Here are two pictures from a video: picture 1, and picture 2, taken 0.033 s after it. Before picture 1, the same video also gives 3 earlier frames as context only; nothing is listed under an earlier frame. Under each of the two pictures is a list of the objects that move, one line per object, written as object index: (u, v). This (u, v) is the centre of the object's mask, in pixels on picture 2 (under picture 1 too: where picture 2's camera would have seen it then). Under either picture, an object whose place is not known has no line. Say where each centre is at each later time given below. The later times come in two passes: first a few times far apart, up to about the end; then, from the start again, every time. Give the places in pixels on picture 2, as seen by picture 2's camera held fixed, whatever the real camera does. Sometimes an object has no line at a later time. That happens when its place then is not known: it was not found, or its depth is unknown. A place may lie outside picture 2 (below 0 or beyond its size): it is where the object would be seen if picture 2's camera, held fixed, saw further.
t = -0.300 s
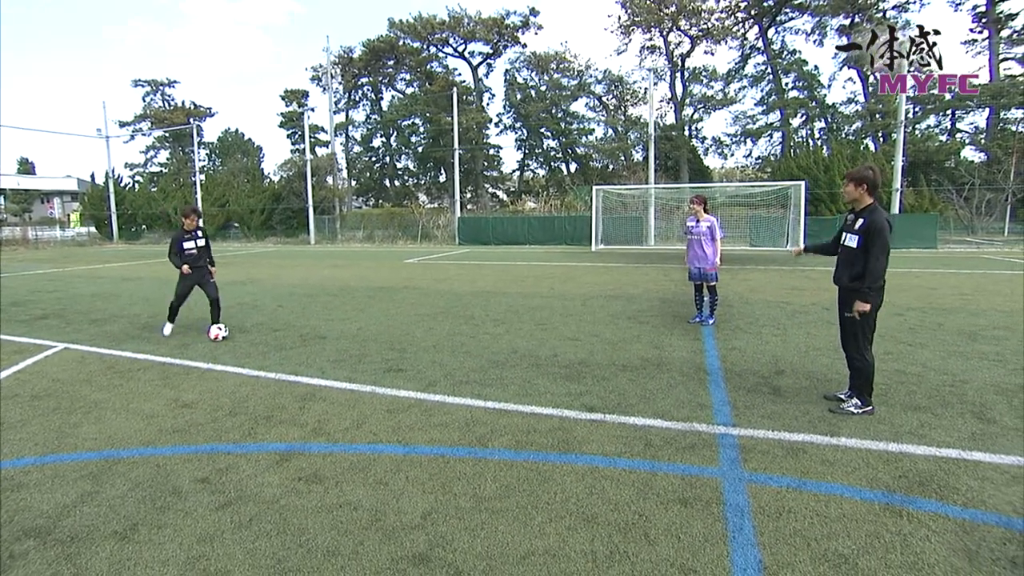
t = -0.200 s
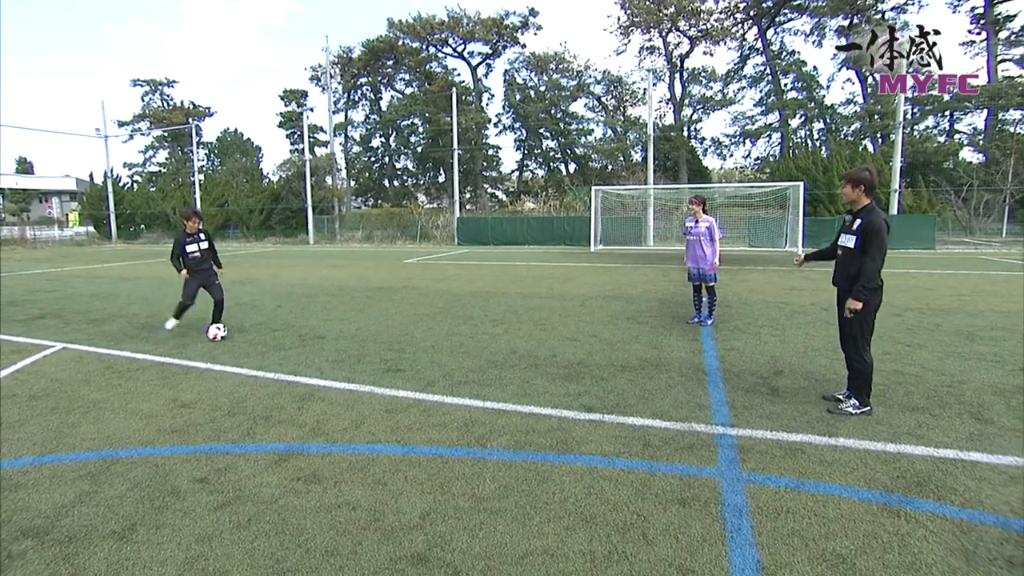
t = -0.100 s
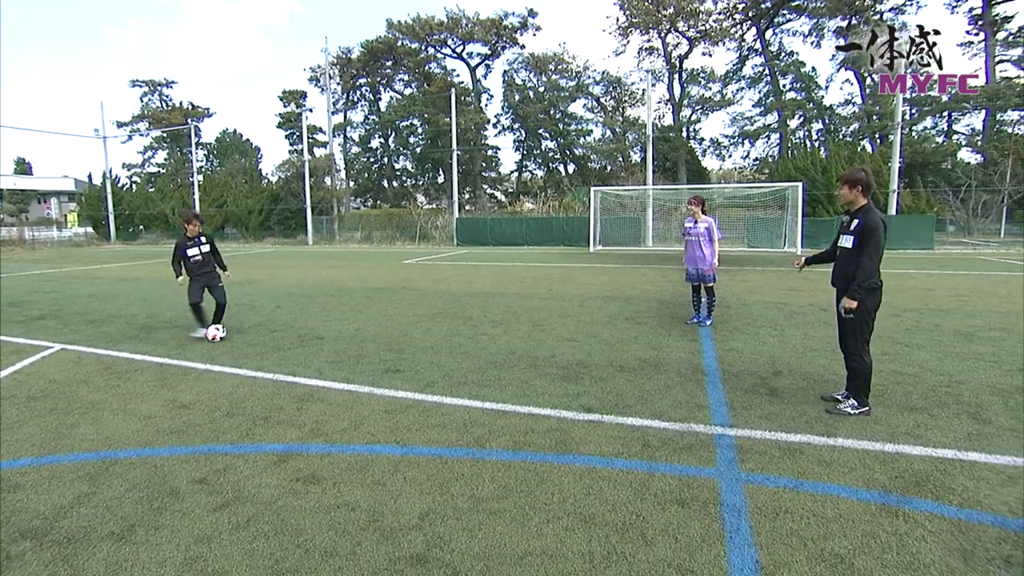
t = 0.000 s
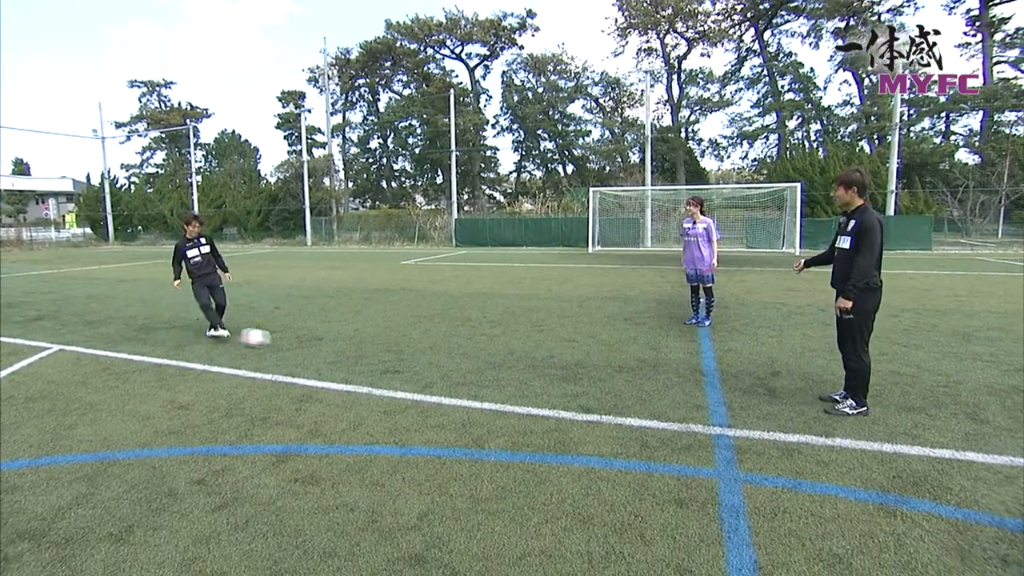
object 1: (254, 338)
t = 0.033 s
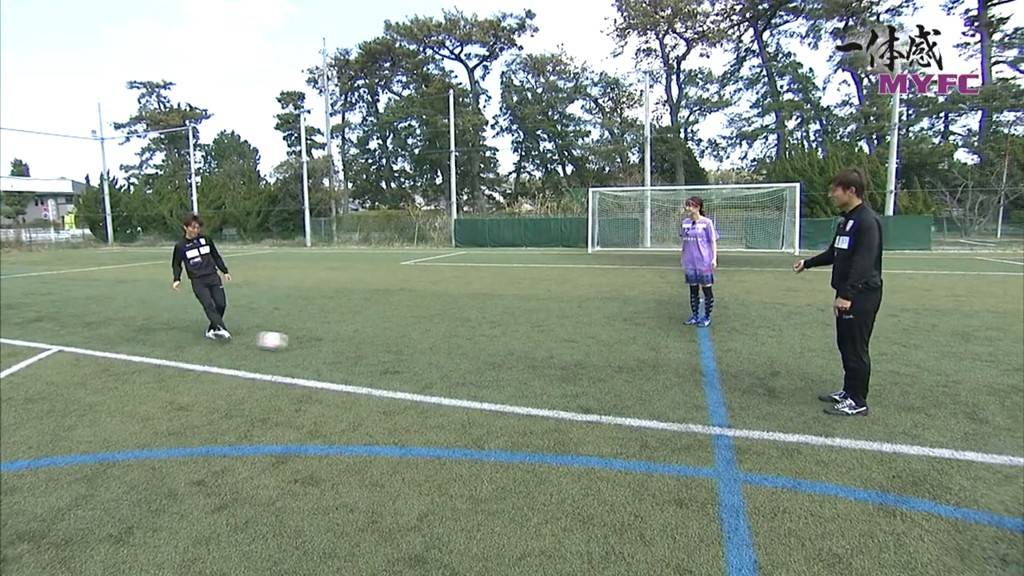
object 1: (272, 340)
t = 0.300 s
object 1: (421, 356)
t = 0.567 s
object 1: (582, 370)
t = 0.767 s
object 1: (699, 379)
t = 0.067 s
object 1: (288, 342)
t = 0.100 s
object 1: (306, 344)
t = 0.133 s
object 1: (325, 347)
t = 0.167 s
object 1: (344, 348)
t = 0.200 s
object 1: (363, 350)
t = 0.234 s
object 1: (382, 353)
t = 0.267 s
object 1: (402, 355)
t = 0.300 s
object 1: (421, 356)
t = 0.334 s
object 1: (442, 358)
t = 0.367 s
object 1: (461, 360)
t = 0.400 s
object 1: (482, 362)
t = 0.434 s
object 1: (502, 364)
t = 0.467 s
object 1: (523, 365)
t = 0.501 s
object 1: (543, 367)
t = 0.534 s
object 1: (564, 368)
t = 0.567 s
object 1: (582, 370)
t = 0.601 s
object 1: (603, 371)
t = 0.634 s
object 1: (622, 373)
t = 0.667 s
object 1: (643, 374)
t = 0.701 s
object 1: (662, 374)
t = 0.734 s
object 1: (681, 377)
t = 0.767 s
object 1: (699, 379)
